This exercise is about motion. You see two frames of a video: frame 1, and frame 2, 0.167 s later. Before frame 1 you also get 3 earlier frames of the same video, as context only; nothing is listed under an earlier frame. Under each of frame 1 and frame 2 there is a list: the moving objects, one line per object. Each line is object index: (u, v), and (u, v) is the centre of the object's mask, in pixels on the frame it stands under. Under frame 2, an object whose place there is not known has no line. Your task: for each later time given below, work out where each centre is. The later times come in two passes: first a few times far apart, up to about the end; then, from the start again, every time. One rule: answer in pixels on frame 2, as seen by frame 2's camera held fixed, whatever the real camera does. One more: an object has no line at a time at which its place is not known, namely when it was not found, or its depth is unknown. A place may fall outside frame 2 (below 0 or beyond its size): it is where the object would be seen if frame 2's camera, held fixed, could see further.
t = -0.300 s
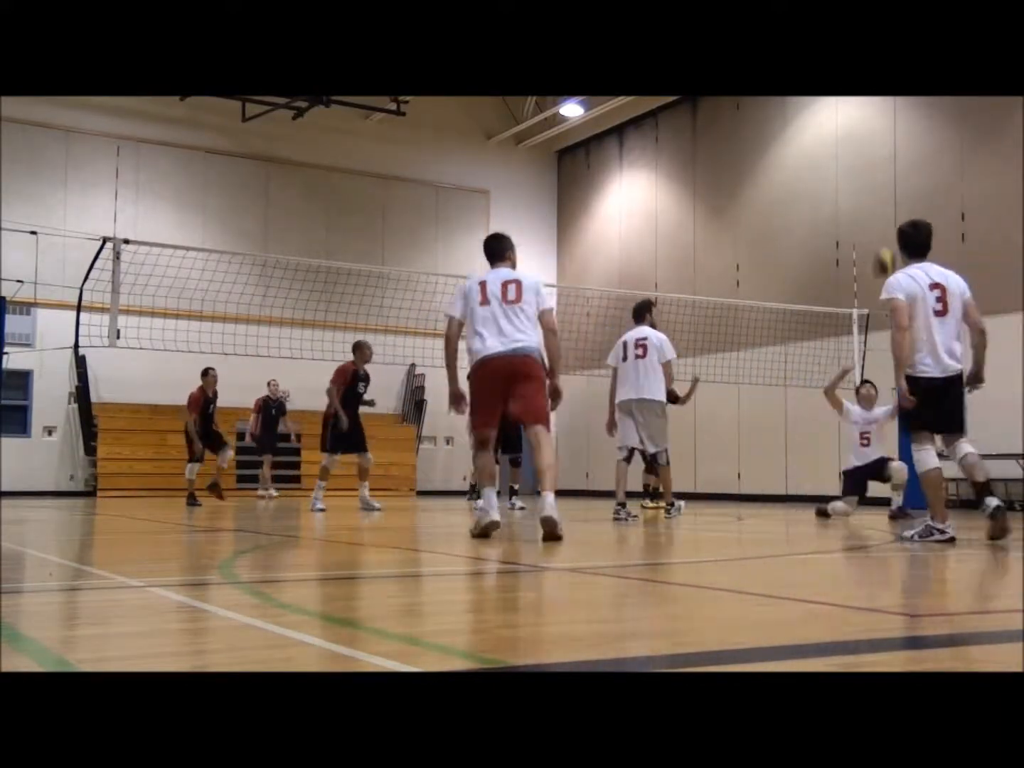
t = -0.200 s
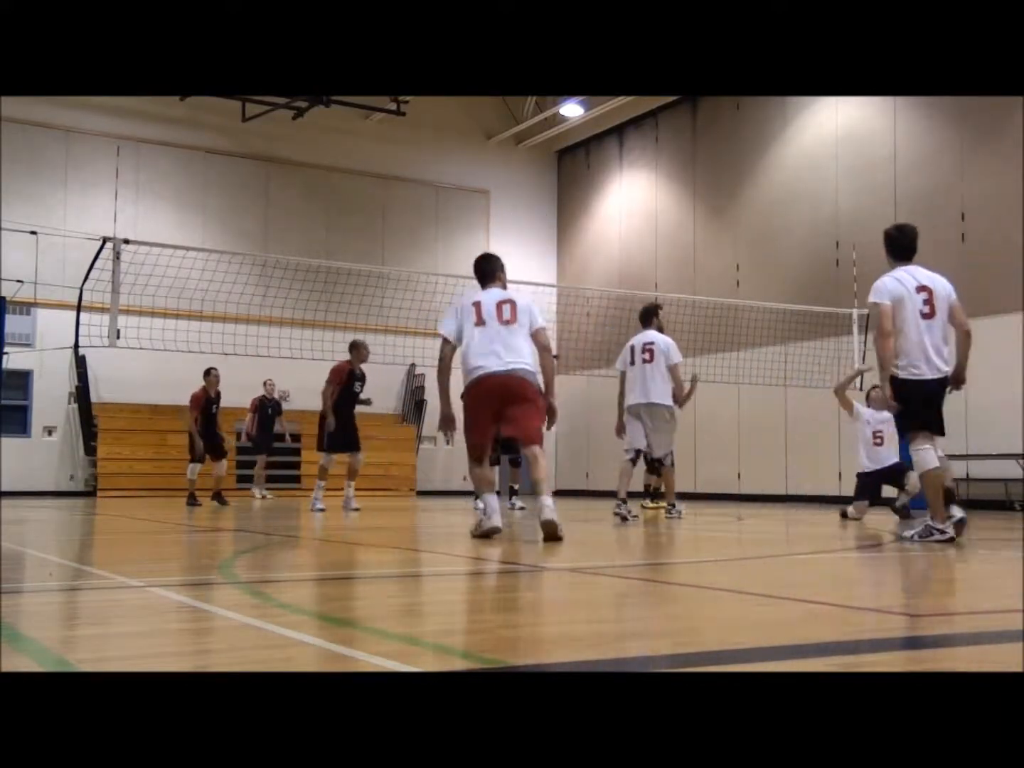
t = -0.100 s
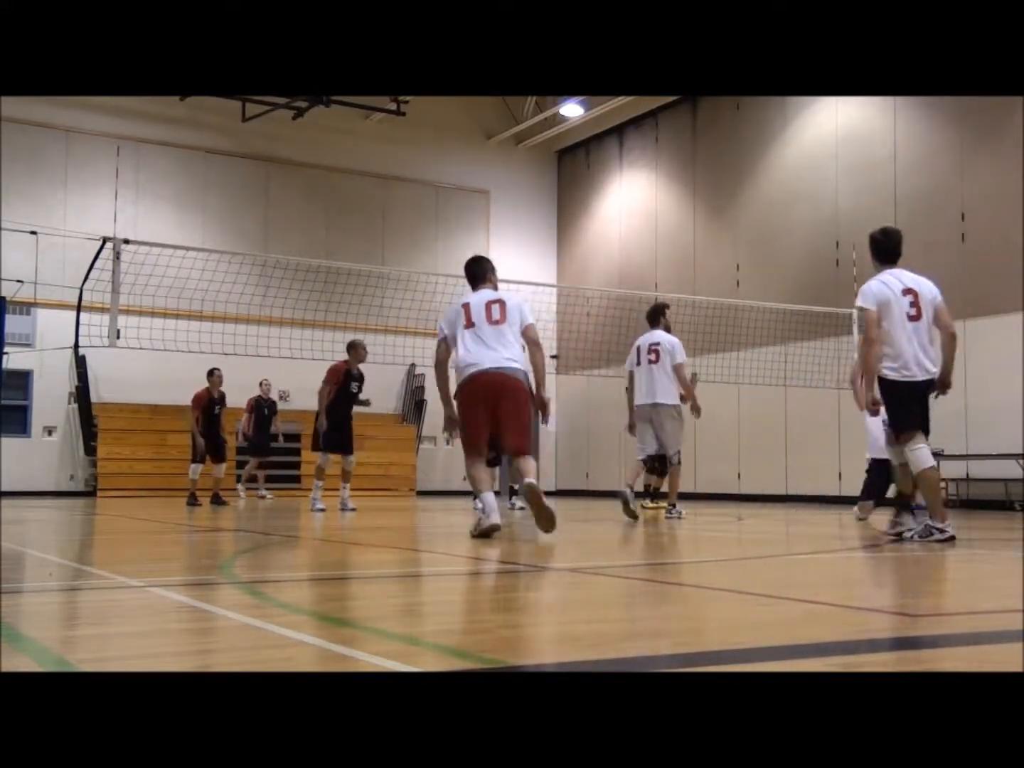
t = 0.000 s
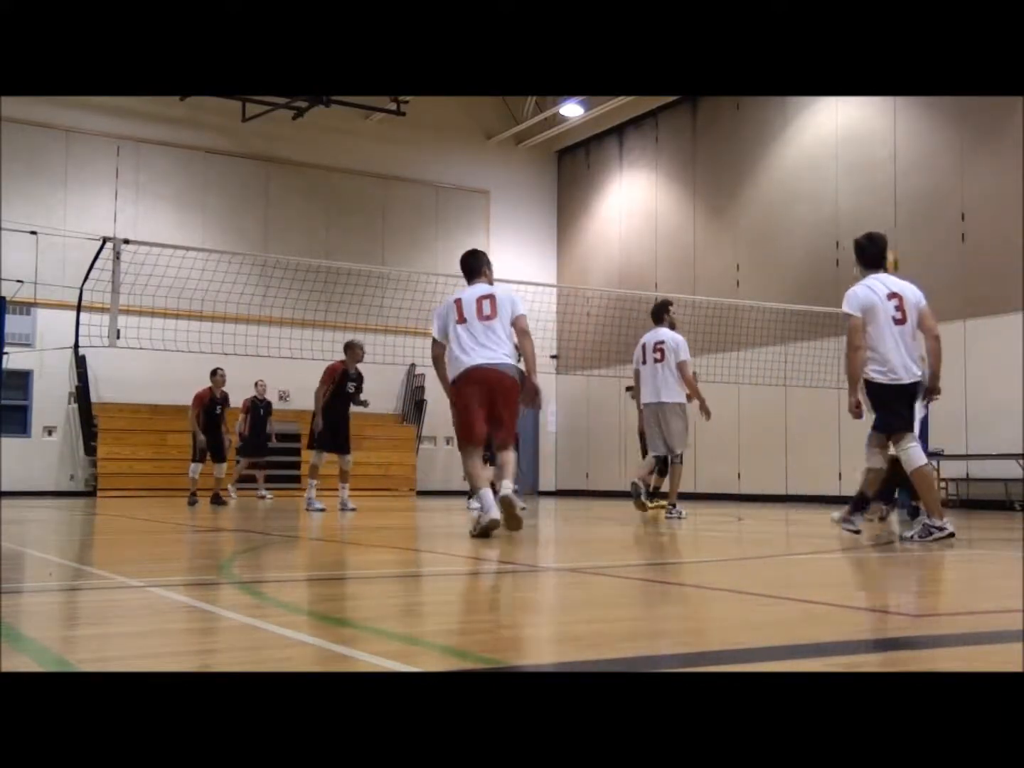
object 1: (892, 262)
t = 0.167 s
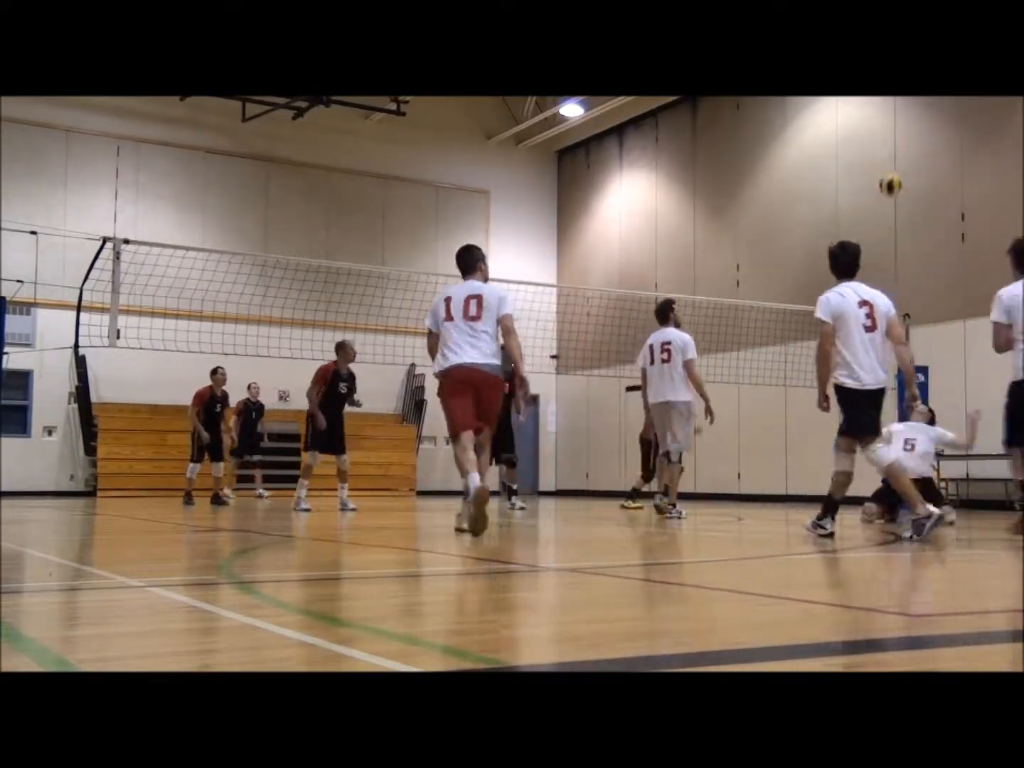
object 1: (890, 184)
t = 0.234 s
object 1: (891, 163)
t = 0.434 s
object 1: (895, 125)
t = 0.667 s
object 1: (895, 129)
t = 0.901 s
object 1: (896, 178)
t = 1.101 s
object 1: (898, 252)
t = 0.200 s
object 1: (891, 172)
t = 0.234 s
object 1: (891, 163)
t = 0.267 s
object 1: (891, 154)
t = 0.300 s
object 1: (892, 146)
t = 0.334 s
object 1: (893, 138)
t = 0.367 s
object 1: (895, 133)
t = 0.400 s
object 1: (895, 128)
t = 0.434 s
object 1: (895, 125)
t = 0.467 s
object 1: (895, 122)
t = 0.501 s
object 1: (895, 122)
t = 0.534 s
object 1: (895, 121)
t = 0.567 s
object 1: (895, 121)
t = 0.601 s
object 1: (894, 123)
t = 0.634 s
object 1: (895, 125)
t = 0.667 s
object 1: (895, 129)
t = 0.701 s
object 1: (896, 133)
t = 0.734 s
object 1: (896, 140)
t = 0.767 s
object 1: (896, 146)
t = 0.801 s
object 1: (896, 153)
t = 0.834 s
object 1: (894, 160)
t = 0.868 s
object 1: (895, 168)
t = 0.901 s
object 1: (896, 178)
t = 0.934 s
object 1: (896, 188)
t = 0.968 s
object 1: (896, 199)
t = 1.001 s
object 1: (896, 211)
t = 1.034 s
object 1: (897, 224)
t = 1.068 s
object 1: (897, 237)
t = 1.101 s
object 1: (898, 252)
